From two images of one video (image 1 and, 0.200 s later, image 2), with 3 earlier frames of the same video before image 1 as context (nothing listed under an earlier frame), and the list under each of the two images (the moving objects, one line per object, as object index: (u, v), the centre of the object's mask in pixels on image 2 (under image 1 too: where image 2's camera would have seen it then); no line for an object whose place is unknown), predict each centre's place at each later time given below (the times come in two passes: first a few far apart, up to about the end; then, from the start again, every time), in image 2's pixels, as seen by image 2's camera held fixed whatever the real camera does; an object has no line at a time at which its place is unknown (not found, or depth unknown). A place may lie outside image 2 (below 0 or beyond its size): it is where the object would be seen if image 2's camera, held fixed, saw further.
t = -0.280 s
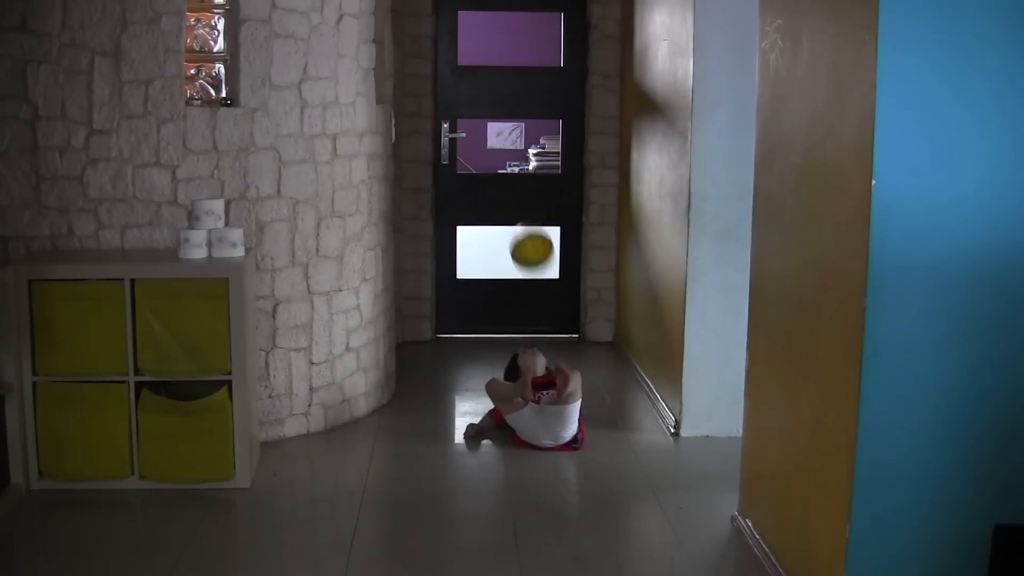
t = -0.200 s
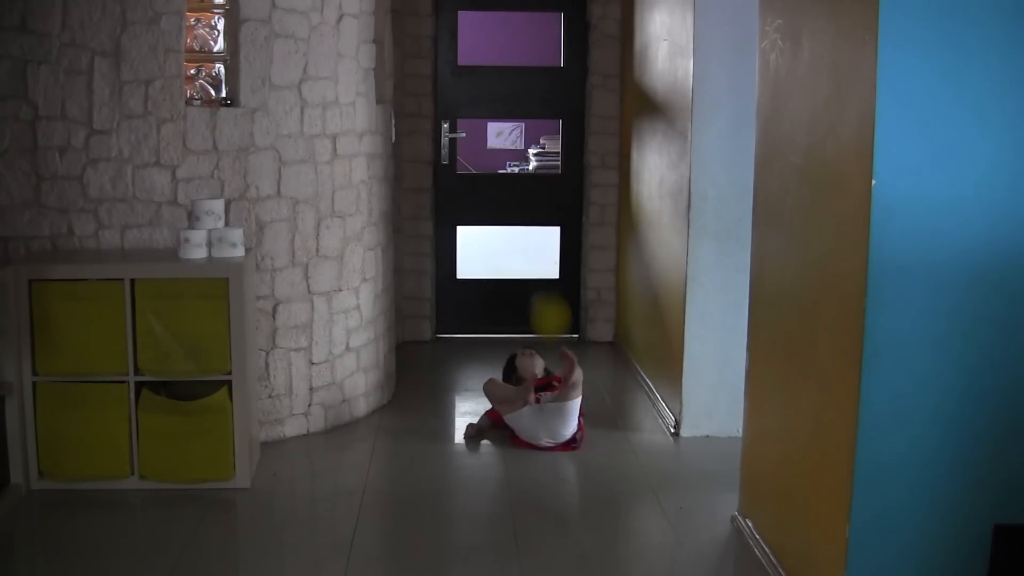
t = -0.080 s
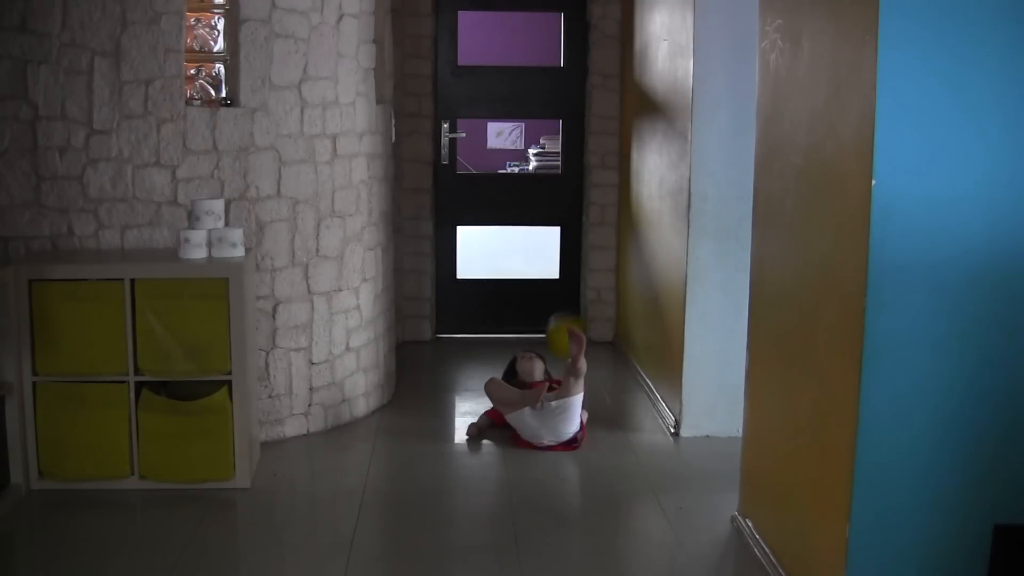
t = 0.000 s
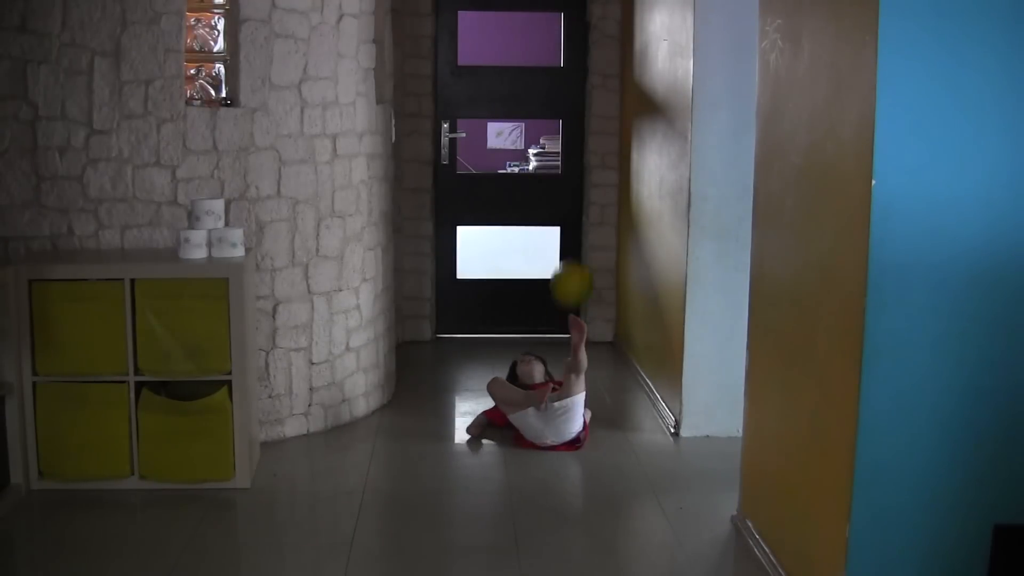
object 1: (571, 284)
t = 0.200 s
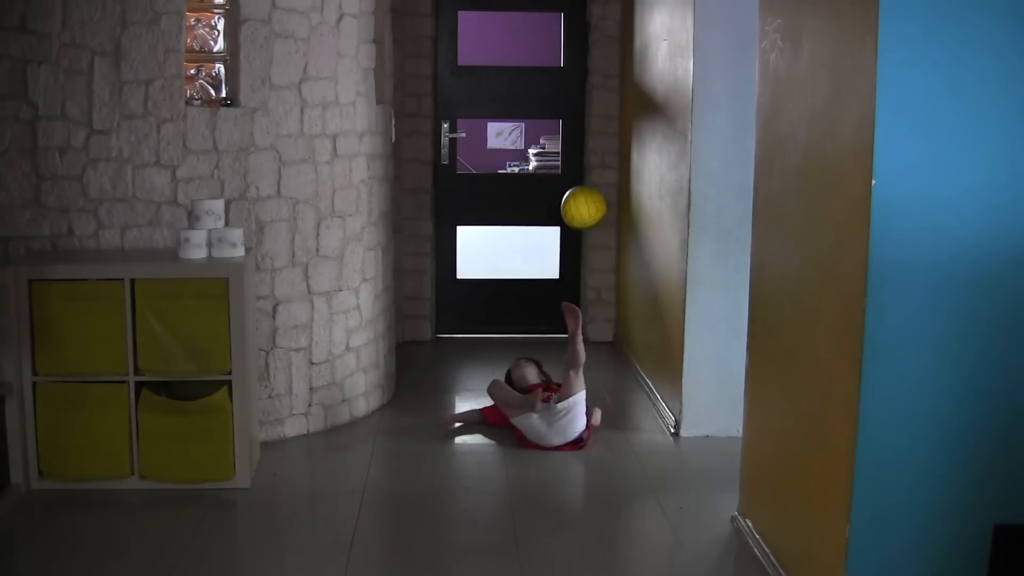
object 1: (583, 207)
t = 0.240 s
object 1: (585, 202)
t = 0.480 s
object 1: (597, 241)
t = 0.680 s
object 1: (605, 366)
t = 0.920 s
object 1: (624, 278)
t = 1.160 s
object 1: (640, 272)
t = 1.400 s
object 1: (624, 370)
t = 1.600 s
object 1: (616, 318)
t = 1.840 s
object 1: (604, 316)
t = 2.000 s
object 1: (596, 383)
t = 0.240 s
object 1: (585, 202)
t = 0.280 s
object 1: (588, 200)
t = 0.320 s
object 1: (590, 201)
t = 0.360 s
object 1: (592, 206)
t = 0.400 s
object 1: (594, 214)
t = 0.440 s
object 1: (595, 226)
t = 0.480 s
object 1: (597, 241)
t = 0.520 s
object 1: (599, 258)
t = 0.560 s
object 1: (599, 280)
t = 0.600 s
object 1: (600, 306)
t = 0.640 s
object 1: (604, 337)
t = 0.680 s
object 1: (605, 366)
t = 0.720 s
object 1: (607, 371)
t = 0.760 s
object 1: (610, 347)
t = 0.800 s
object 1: (614, 326)
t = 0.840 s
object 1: (617, 306)
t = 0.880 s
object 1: (620, 291)
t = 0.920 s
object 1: (624, 278)
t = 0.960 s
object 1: (627, 269)
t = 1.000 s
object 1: (630, 263)
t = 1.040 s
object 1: (633, 260)
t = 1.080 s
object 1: (637, 261)
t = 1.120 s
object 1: (640, 265)
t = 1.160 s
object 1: (640, 272)
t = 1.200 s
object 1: (638, 280)
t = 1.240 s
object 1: (636, 291)
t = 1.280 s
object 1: (633, 304)
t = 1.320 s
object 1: (631, 323)
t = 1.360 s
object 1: (628, 344)
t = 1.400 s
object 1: (624, 370)
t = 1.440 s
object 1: (622, 389)
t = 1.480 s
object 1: (620, 367)
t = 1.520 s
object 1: (619, 348)
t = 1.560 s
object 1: (617, 332)
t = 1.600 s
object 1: (616, 318)
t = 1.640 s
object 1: (614, 310)
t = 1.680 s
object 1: (612, 305)
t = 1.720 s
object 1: (611, 302)
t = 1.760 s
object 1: (609, 303)
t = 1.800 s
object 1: (608, 307)
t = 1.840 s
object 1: (604, 316)
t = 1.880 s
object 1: (602, 327)
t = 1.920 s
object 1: (601, 342)
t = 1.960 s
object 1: (599, 361)
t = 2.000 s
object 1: (596, 383)
